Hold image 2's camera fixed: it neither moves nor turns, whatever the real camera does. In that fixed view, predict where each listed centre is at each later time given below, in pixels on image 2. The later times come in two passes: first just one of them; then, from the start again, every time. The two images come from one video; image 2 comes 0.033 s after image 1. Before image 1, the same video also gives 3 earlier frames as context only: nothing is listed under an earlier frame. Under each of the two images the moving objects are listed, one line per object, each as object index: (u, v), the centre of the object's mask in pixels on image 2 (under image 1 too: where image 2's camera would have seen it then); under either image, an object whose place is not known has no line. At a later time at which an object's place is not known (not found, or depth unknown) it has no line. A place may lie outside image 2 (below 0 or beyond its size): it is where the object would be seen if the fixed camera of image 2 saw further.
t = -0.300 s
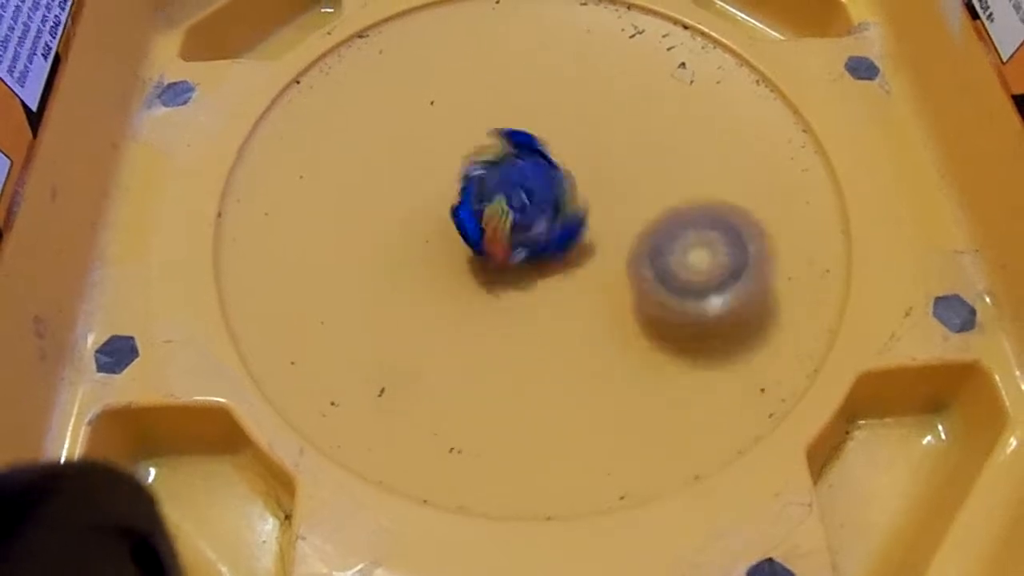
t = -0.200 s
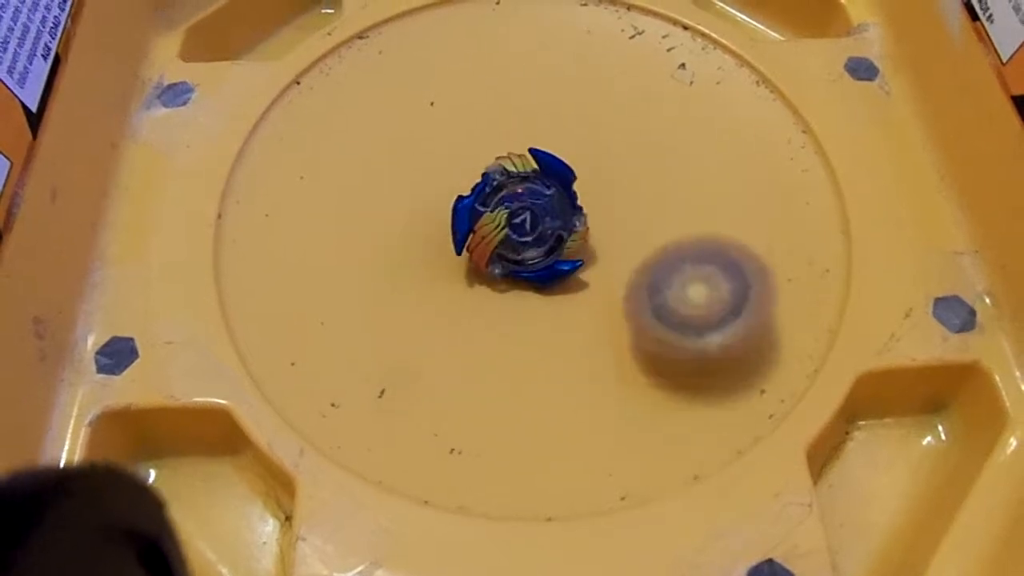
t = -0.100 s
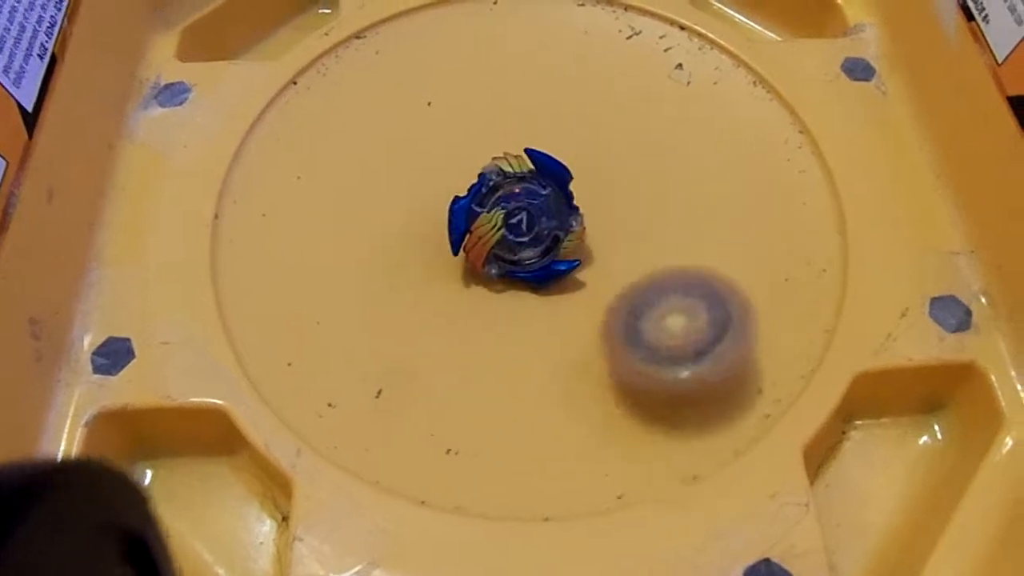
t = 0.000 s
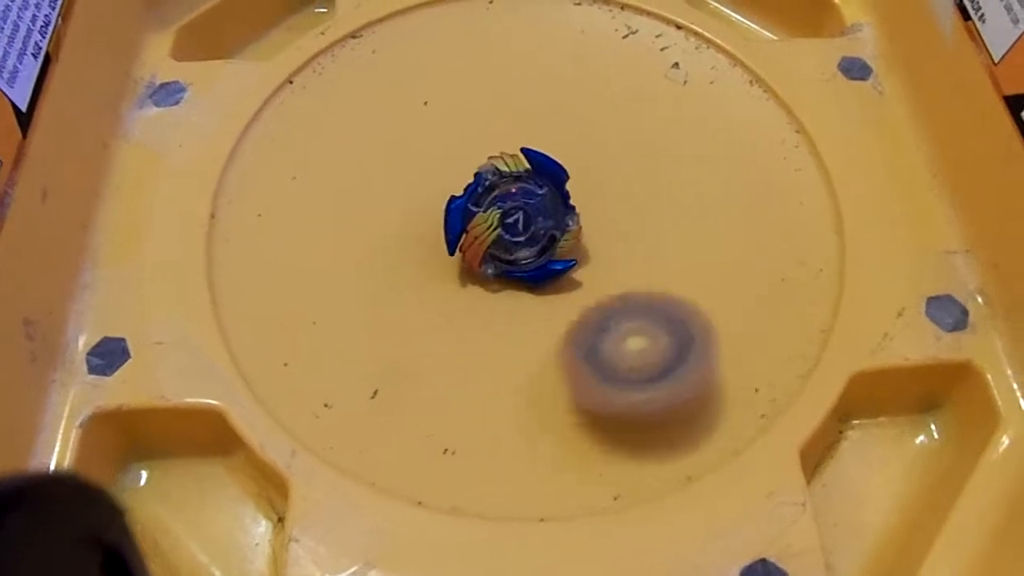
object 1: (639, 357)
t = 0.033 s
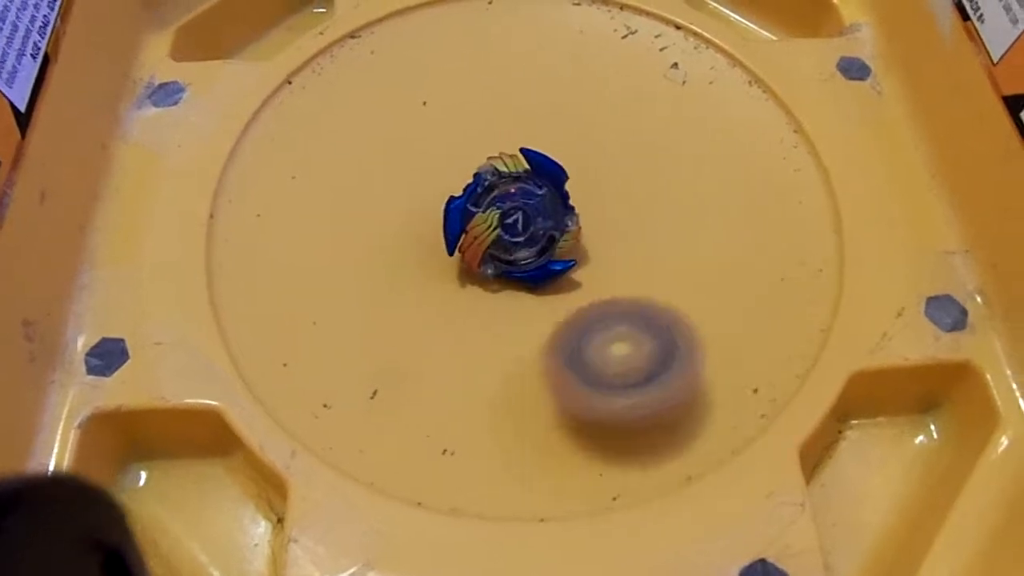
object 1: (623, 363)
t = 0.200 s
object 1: (531, 375)
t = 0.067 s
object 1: (606, 368)
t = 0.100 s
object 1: (589, 371)
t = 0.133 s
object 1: (569, 373)
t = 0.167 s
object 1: (550, 375)
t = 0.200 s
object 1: (531, 375)
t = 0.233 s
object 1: (512, 373)
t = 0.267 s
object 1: (491, 371)
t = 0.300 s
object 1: (474, 365)
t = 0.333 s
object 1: (457, 361)
